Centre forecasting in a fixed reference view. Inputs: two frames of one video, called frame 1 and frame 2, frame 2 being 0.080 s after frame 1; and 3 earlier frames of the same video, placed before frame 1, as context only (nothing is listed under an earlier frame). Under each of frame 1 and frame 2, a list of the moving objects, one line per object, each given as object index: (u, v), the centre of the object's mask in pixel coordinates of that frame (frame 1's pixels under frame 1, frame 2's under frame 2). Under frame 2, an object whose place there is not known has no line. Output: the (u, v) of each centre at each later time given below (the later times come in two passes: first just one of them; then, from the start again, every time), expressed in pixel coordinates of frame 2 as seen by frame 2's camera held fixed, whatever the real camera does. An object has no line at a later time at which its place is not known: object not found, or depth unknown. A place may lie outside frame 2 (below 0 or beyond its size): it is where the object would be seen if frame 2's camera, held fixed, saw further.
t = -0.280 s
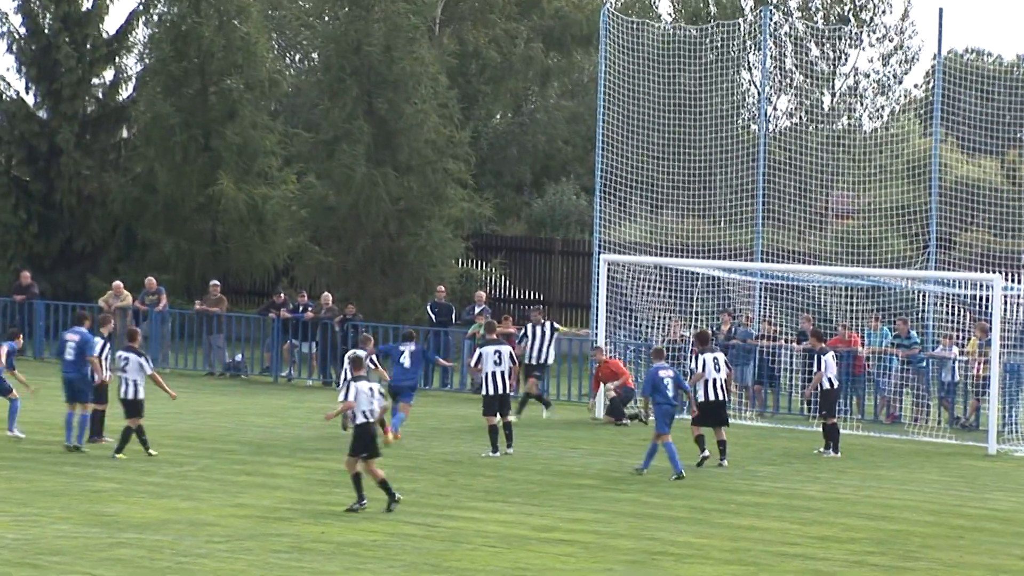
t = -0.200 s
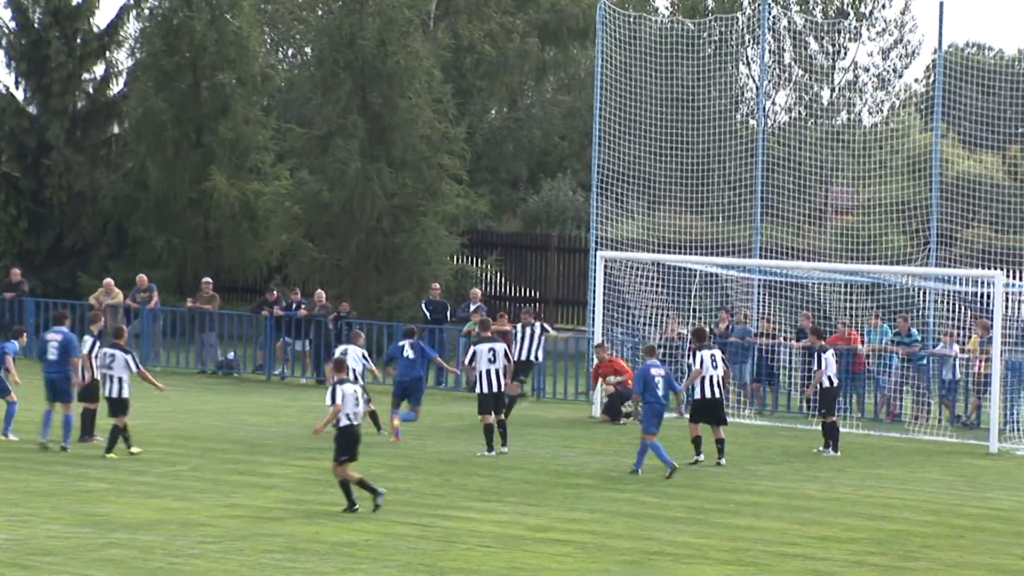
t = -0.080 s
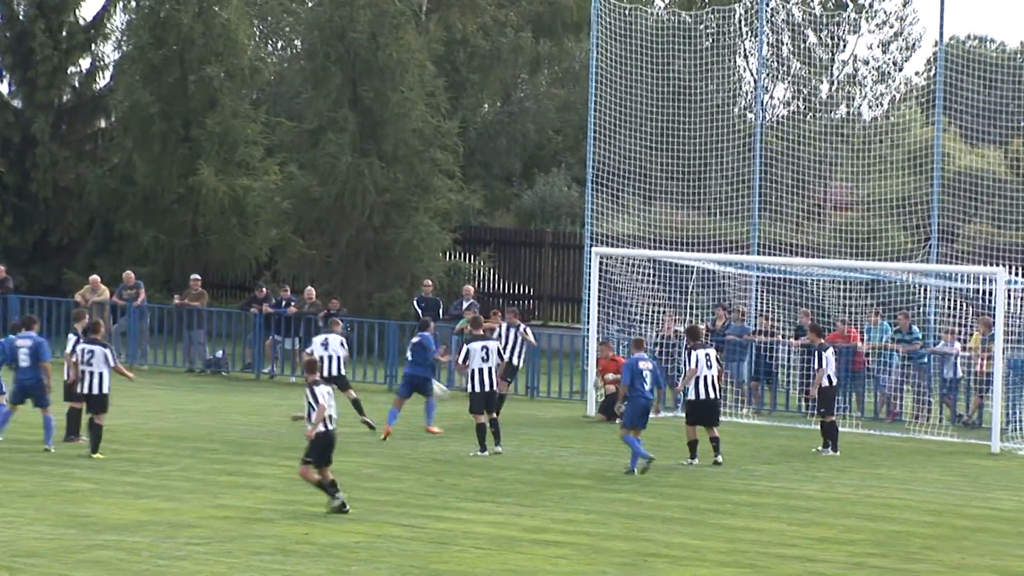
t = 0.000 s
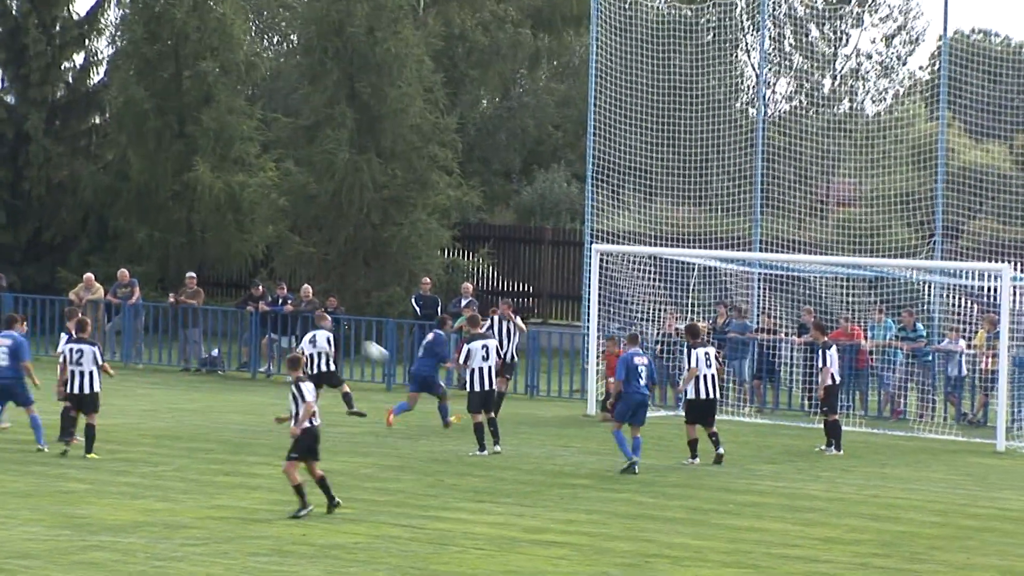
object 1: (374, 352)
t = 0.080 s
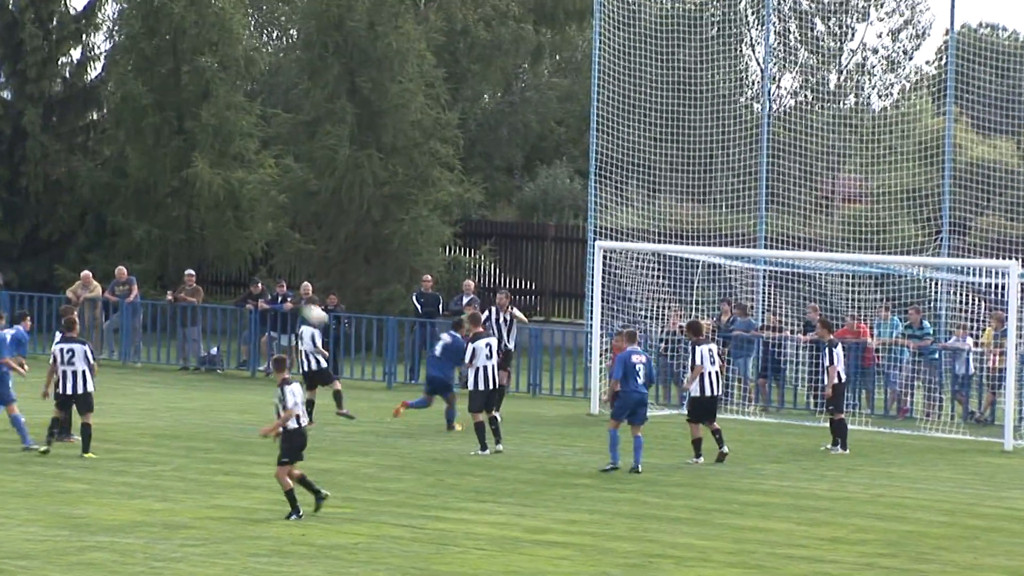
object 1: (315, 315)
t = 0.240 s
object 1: (191, 254)
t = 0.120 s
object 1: (284, 298)
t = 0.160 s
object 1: (252, 283)
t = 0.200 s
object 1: (222, 268)
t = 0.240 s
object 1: (191, 254)
